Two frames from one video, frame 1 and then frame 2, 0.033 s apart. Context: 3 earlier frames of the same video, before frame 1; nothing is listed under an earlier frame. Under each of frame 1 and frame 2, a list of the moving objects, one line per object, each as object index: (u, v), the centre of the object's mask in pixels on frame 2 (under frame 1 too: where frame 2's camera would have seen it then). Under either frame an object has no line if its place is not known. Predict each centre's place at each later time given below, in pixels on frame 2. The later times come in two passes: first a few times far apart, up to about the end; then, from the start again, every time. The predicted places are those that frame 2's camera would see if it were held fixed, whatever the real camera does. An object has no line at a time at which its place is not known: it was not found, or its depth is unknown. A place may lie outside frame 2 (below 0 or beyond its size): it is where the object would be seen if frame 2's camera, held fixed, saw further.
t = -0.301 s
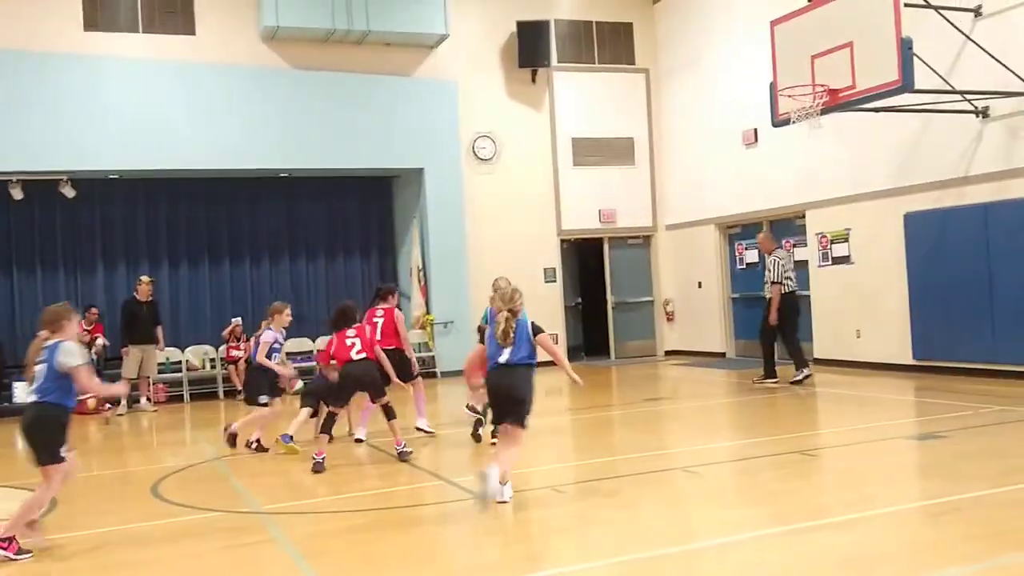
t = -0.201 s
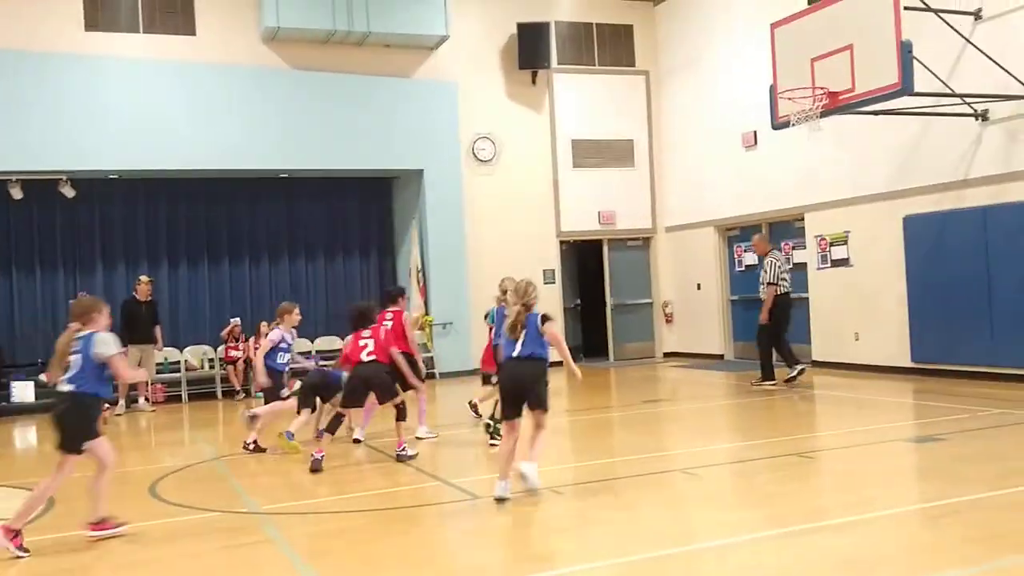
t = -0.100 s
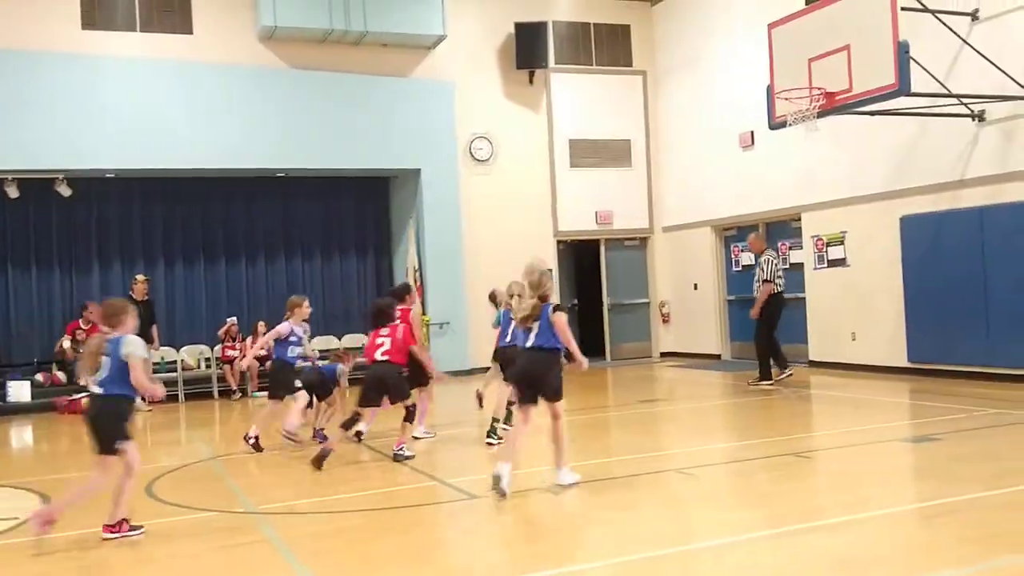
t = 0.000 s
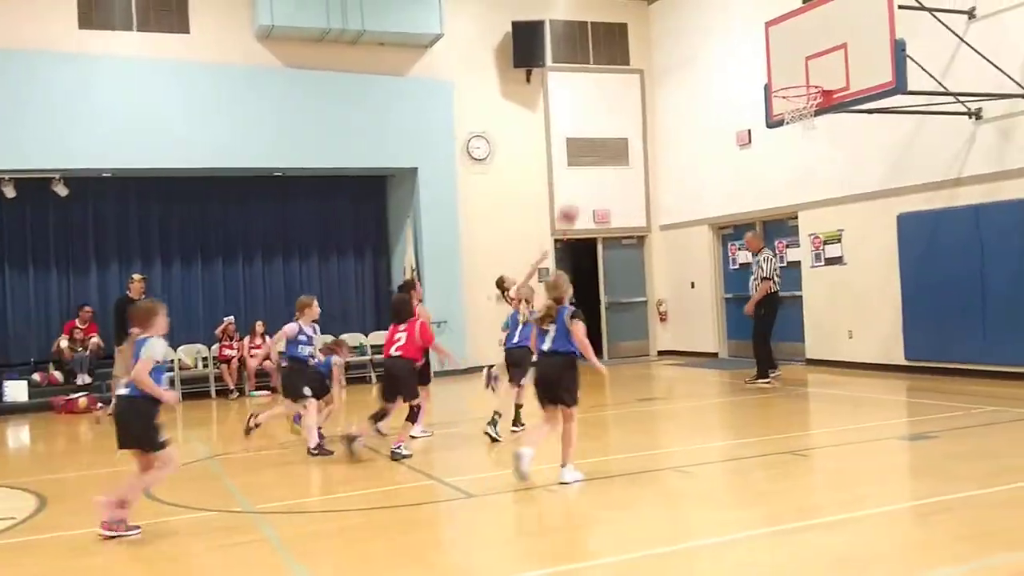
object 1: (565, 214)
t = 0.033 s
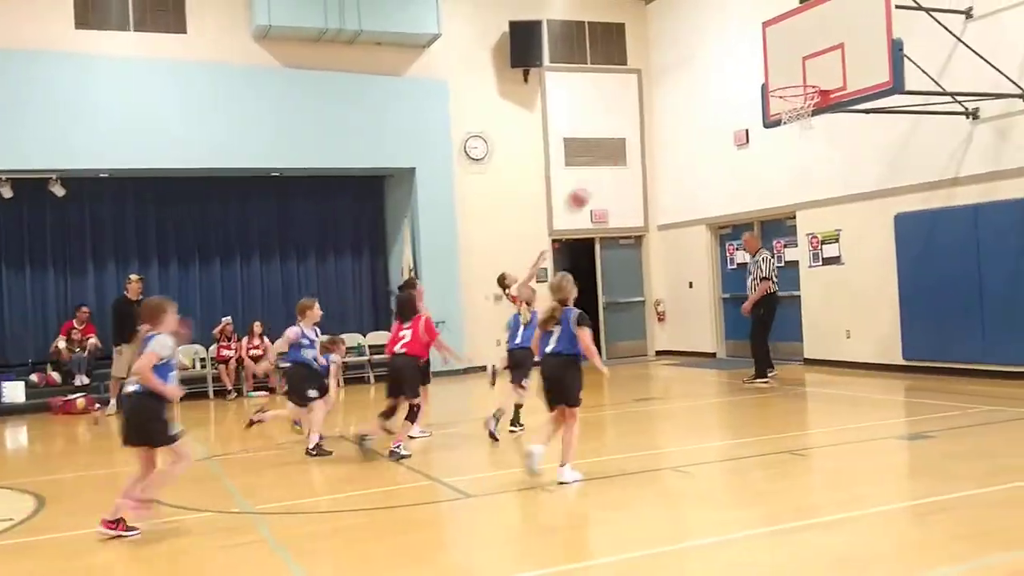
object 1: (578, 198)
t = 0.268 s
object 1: (668, 107)
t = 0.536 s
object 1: (779, 62)
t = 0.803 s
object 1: (764, 76)
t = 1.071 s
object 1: (732, 98)
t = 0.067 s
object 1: (590, 183)
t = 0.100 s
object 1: (604, 167)
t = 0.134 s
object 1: (615, 155)
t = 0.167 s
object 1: (629, 141)
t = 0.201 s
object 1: (643, 128)
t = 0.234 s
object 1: (656, 117)
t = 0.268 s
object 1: (668, 107)
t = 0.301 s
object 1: (682, 97)
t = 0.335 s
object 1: (695, 89)
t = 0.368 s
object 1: (709, 82)
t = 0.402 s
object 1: (722, 76)
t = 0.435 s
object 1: (736, 71)
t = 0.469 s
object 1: (750, 67)
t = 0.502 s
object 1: (764, 64)
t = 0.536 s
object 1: (779, 62)
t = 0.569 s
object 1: (794, 62)
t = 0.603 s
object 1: (794, 62)
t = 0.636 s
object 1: (788, 64)
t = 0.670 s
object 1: (784, 66)
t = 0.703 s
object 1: (778, 70)
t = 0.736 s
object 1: (773, 74)
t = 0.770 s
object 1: (769, 78)
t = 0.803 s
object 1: (764, 76)
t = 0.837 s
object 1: (760, 74)
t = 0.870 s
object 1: (756, 74)
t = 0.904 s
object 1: (752, 75)
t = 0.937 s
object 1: (748, 77)
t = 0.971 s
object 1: (744, 81)
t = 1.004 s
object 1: (740, 85)
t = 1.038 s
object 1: (736, 91)
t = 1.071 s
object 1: (732, 98)
